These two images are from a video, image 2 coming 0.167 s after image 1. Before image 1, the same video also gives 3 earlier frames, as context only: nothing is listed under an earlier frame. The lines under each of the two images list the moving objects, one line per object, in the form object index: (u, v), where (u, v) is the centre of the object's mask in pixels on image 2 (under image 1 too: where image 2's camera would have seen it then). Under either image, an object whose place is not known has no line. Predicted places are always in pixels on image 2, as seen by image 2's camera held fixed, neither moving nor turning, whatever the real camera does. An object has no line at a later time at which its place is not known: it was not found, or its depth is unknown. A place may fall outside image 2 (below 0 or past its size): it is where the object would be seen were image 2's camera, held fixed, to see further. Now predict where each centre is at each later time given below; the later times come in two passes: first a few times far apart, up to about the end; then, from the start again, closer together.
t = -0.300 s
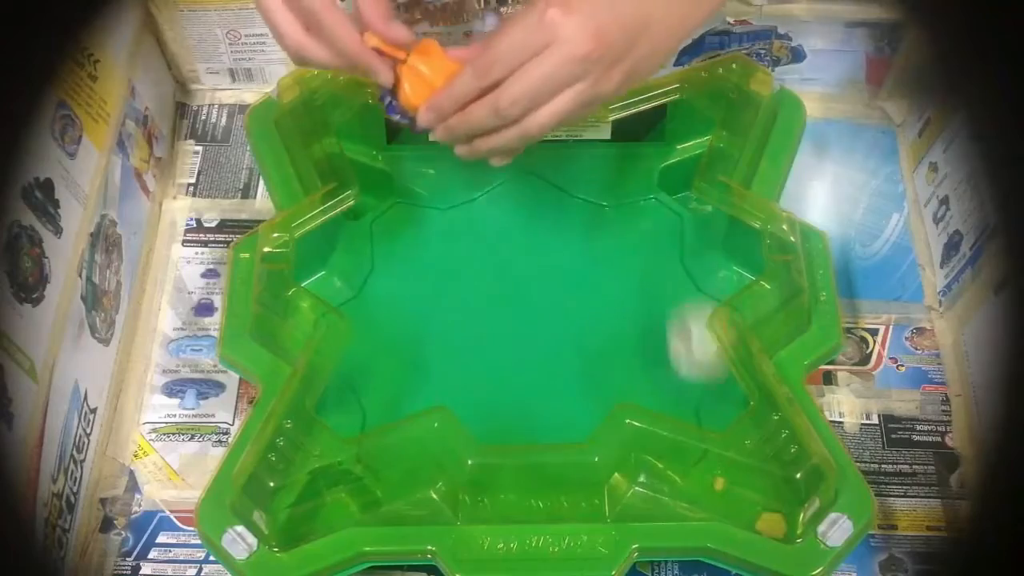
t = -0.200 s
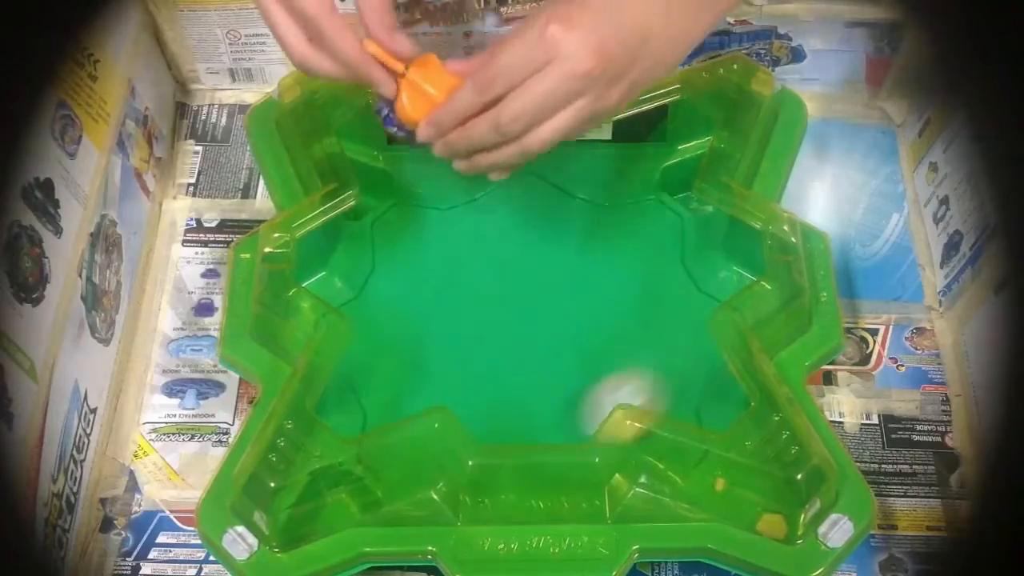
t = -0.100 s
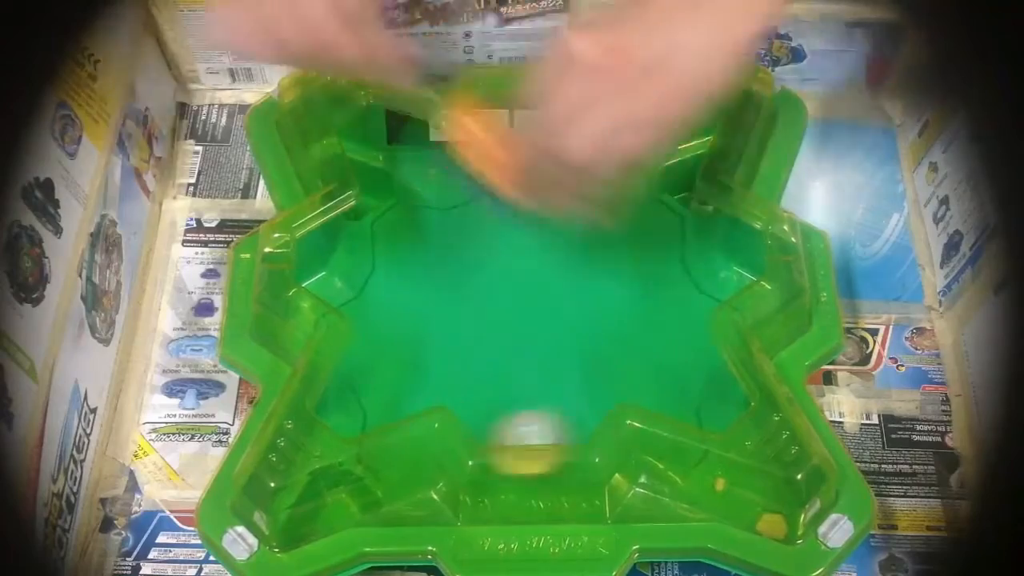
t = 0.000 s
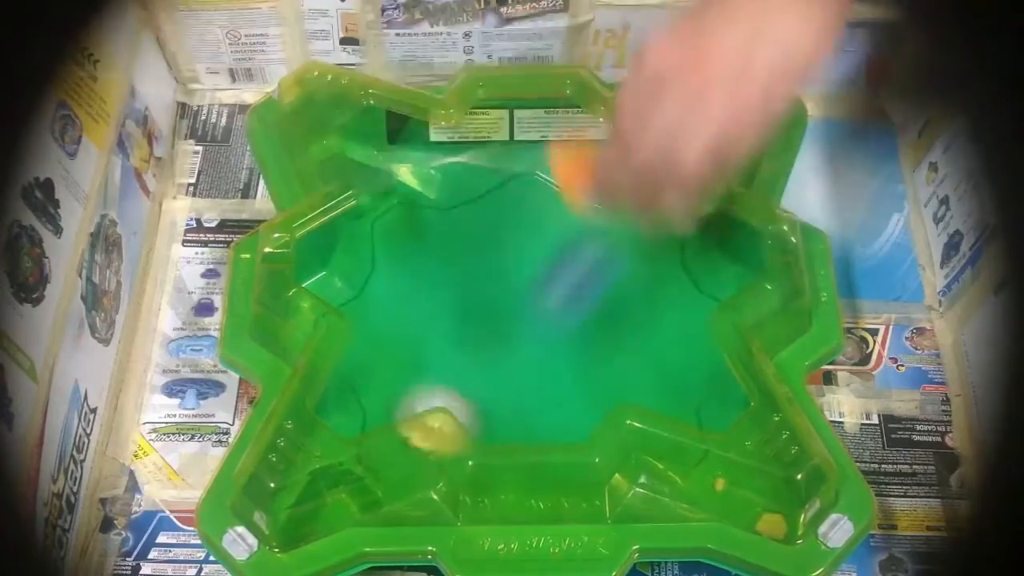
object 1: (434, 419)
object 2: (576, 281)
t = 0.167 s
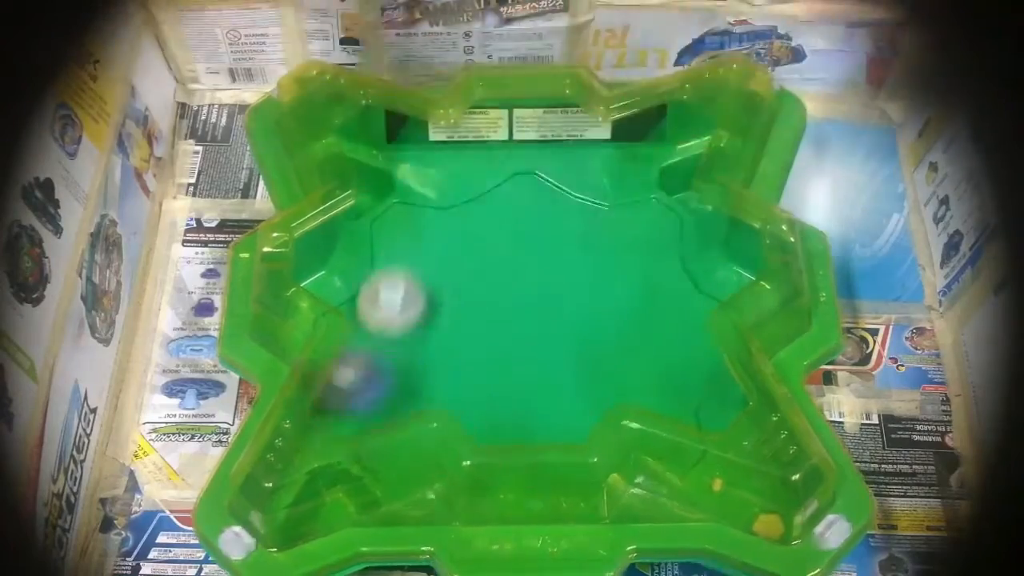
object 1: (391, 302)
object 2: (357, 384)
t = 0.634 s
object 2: (666, 243)
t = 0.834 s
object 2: (527, 268)
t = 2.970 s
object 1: (350, 166)
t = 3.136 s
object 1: (364, 176)
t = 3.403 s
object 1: (360, 187)
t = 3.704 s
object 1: (361, 202)
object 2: (528, 291)
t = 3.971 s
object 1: (363, 177)
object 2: (415, 442)
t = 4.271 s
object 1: (383, 198)
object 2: (639, 345)
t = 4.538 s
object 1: (378, 429)
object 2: (638, 202)
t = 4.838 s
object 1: (473, 427)
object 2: (682, 333)
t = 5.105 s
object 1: (512, 375)
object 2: (558, 291)
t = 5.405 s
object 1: (521, 474)
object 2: (407, 270)
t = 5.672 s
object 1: (533, 404)
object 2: (440, 399)
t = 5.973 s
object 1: (621, 311)
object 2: (480, 386)
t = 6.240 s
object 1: (649, 246)
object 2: (425, 407)
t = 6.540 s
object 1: (566, 285)
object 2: (483, 325)
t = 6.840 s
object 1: (497, 352)
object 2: (387, 301)
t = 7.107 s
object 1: (510, 435)
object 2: (481, 313)
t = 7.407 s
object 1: (544, 468)
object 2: (524, 224)
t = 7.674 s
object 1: (560, 407)
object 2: (527, 283)
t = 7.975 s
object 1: (522, 433)
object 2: (567, 220)
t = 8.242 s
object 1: (474, 414)
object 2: (585, 273)
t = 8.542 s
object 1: (440, 371)
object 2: (644, 336)
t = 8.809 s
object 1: (435, 330)
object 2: (631, 360)
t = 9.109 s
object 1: (460, 293)
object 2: (542, 409)
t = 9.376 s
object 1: (501, 276)
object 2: (499, 426)
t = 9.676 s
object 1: (551, 275)
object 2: (477, 368)
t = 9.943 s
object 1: (586, 294)
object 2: (438, 306)
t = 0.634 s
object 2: (666, 243)
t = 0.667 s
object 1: (535, 249)
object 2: (651, 228)
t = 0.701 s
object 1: (475, 262)
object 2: (637, 224)
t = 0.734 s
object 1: (421, 272)
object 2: (619, 227)
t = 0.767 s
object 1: (377, 278)
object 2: (591, 236)
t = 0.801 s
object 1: (346, 283)
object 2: (558, 248)
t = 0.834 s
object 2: (527, 268)
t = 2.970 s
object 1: (350, 166)
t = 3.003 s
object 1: (374, 182)
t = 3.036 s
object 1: (364, 185)
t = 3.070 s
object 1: (365, 170)
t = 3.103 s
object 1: (365, 167)
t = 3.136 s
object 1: (364, 176)
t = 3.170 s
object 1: (362, 183)
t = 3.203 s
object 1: (362, 197)
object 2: (446, 405)
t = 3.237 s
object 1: (355, 197)
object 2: (475, 428)
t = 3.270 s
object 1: (356, 196)
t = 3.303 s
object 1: (368, 189)
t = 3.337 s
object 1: (370, 186)
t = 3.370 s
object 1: (359, 189)
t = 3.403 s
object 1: (360, 187)
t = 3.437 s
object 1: (375, 178)
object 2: (593, 417)
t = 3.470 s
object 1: (386, 173)
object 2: (609, 396)
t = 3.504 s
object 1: (384, 176)
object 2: (623, 380)
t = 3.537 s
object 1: (379, 183)
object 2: (624, 360)
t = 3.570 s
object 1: (372, 188)
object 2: (618, 338)
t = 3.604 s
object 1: (361, 193)
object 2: (606, 321)
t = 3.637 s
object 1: (354, 198)
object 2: (585, 307)
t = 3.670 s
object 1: (358, 201)
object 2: (558, 295)
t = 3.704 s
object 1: (361, 202)
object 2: (528, 291)
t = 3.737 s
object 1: (359, 202)
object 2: (497, 293)
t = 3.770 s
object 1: (359, 200)
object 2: (468, 300)
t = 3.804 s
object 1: (361, 197)
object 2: (441, 314)
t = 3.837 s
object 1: (366, 192)
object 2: (419, 334)
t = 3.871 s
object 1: (371, 186)
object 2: (403, 360)
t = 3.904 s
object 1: (368, 175)
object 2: (396, 387)
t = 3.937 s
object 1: (362, 176)
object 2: (400, 415)
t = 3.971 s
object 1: (363, 177)
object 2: (415, 442)
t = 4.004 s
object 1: (360, 173)
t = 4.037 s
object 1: (354, 169)
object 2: (480, 466)
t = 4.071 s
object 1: (356, 168)
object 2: (519, 467)
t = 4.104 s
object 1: (361, 172)
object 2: (555, 463)
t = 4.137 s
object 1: (351, 168)
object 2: (588, 448)
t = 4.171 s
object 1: (342, 165)
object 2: (611, 426)
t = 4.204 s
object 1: (351, 165)
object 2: (631, 396)
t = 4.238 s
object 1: (366, 175)
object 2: (639, 374)
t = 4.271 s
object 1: (383, 198)
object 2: (639, 345)
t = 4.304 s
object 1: (399, 225)
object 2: (629, 316)
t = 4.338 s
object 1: (423, 239)
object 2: (613, 291)
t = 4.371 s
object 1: (449, 259)
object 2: (589, 269)
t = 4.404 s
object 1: (476, 273)
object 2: (564, 253)
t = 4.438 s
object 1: (472, 305)
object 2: (558, 223)
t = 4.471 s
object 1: (437, 353)
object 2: (588, 170)
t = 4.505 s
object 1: (403, 394)
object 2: (612, 170)
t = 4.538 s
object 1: (378, 429)
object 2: (638, 202)
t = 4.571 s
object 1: (374, 447)
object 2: (664, 247)
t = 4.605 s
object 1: (389, 453)
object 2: (685, 305)
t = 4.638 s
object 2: (697, 346)
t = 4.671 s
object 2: (706, 362)
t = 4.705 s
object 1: (435, 459)
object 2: (709, 369)
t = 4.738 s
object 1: (447, 456)
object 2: (700, 360)
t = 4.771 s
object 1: (458, 449)
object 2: (692, 355)
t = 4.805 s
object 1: (467, 437)
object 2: (687, 344)
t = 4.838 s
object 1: (473, 427)
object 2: (682, 333)
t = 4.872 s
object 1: (479, 416)
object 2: (680, 317)
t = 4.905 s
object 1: (485, 406)
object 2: (675, 303)
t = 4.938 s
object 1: (488, 397)
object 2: (664, 288)
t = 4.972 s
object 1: (493, 389)
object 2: (648, 280)
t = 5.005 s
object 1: (497, 382)
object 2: (628, 275)
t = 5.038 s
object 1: (502, 379)
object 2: (603, 275)
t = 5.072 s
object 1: (506, 377)
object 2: (580, 281)
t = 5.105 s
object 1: (512, 375)
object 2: (558, 291)
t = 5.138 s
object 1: (517, 373)
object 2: (537, 305)
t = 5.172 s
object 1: (523, 399)
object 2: (522, 296)
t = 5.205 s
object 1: (528, 430)
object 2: (509, 271)
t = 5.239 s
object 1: (536, 459)
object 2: (497, 254)
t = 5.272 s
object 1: (546, 481)
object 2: (482, 244)
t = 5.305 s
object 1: (552, 491)
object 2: (464, 241)
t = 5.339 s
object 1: (544, 490)
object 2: (444, 245)
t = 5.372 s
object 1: (531, 483)
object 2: (423, 255)
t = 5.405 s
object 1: (521, 474)
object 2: (407, 270)
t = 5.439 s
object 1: (516, 463)
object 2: (391, 287)
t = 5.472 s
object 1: (511, 454)
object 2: (384, 309)
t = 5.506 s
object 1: (510, 444)
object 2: (384, 330)
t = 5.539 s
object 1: (509, 434)
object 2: (388, 355)
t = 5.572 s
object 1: (509, 428)
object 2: (402, 378)
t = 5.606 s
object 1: (509, 419)
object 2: (419, 390)
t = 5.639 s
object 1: (512, 412)
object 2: (441, 398)
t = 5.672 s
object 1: (533, 404)
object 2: (440, 399)
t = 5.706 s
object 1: (552, 392)
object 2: (443, 401)
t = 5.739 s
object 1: (567, 381)
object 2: (455, 404)
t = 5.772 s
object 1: (577, 373)
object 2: (471, 410)
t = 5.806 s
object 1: (583, 366)
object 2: (484, 413)
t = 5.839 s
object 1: (585, 360)
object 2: (497, 412)
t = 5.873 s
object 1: (583, 354)
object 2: (511, 403)
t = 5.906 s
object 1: (582, 348)
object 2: (523, 391)
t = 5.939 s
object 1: (592, 337)
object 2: (514, 384)
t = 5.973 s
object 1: (621, 311)
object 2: (480, 386)
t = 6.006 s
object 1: (647, 288)
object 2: (458, 385)
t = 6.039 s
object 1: (663, 272)
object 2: (437, 386)
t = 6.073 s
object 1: (671, 258)
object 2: (424, 389)
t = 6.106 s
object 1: (670, 252)
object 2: (414, 393)
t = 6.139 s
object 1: (665, 249)
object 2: (407, 398)
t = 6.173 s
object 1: (660, 247)
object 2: (406, 402)
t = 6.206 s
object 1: (655, 246)
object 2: (410, 404)
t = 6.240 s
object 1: (649, 246)
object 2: (425, 407)
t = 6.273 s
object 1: (643, 246)
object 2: (449, 410)
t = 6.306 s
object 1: (637, 247)
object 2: (463, 410)
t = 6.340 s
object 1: (630, 249)
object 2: (471, 405)
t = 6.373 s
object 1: (623, 252)
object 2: (477, 396)
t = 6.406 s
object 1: (615, 255)
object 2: (482, 384)
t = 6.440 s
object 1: (606, 260)
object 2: (486, 369)
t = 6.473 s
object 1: (595, 266)
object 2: (488, 355)
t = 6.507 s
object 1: (582, 275)
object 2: (487, 340)
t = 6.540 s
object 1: (566, 285)
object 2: (483, 325)
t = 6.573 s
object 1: (548, 295)
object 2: (477, 310)
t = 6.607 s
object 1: (540, 302)
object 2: (466, 300)
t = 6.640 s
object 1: (534, 308)
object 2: (448, 292)
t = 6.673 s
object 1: (527, 315)
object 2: (435, 285)
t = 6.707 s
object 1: (520, 322)
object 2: (422, 282)
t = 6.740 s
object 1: (513, 328)
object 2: (408, 281)
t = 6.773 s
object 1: (507, 337)
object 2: (397, 284)
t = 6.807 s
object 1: (501, 344)
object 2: (389, 290)
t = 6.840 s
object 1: (497, 352)
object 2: (387, 301)
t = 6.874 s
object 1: (492, 359)
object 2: (391, 313)
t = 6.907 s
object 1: (490, 366)
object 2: (401, 324)
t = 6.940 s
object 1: (486, 373)
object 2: (415, 333)
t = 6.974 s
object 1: (486, 379)
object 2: (430, 336)
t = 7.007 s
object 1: (494, 394)
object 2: (442, 333)
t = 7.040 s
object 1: (501, 409)
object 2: (456, 328)
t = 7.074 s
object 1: (506, 421)
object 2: (469, 322)
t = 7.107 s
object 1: (510, 435)
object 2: (481, 313)
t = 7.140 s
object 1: (514, 449)
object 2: (494, 304)
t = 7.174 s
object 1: (517, 457)
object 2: (504, 294)
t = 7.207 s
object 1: (520, 461)
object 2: (513, 283)
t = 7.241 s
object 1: (523, 464)
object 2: (520, 272)
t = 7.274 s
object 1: (526, 468)
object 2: (525, 261)
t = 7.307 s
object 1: (531, 470)
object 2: (528, 251)
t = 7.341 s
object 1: (535, 471)
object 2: (529, 240)
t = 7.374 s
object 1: (540, 470)
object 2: (528, 231)
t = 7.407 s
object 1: (544, 468)
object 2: (524, 224)
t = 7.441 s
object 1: (548, 465)
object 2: (520, 220)
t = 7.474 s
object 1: (551, 462)
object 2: (513, 221)
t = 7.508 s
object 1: (558, 437)
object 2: (508, 226)
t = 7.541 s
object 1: (558, 435)
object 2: (504, 235)
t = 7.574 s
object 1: (559, 430)
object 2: (505, 248)
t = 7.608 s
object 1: (559, 426)
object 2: (509, 261)
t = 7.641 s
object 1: (560, 418)
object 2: (517, 273)
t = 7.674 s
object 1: (560, 407)
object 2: (527, 283)
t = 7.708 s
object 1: (562, 390)
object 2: (539, 293)
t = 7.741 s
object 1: (563, 372)
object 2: (553, 301)
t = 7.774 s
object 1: (560, 383)
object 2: (571, 280)
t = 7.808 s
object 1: (553, 408)
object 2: (587, 249)
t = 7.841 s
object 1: (547, 419)
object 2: (598, 223)
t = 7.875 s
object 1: (541, 432)
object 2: (603, 202)
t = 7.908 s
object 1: (535, 436)
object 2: (591, 206)
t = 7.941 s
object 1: (529, 435)
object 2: (578, 213)
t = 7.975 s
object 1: (522, 433)
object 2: (567, 220)
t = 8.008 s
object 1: (515, 432)
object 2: (560, 225)
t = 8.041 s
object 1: (508, 431)
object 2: (556, 231)
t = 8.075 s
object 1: (502, 429)
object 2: (557, 237)
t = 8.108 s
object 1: (498, 421)
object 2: (561, 243)
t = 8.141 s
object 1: (493, 419)
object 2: (566, 250)
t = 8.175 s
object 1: (488, 417)
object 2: (572, 257)
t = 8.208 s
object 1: (483, 414)
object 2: (579, 265)
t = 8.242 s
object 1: (474, 414)
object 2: (585, 273)
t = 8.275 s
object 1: (472, 405)
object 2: (592, 280)
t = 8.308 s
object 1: (467, 400)
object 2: (599, 287)
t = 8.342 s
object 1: (462, 396)
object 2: (605, 295)
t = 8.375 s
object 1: (457, 392)
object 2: (612, 303)
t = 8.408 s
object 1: (452, 388)
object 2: (619, 310)
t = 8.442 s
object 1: (449, 384)
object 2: (625, 317)
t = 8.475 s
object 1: (445, 381)
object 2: (631, 323)
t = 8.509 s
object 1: (443, 376)
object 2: (638, 330)
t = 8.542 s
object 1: (440, 371)
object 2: (644, 336)
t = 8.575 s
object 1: (439, 366)
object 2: (648, 341)
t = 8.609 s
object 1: (436, 361)
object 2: (652, 345)
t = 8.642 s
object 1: (435, 356)
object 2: (655, 348)
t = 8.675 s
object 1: (434, 351)
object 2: (654, 350)
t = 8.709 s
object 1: (434, 346)
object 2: (651, 351)
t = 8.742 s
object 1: (433, 340)
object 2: (647, 353)
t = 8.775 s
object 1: (434, 335)
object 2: (639, 356)
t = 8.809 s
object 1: (435, 330)
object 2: (631, 360)
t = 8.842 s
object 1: (436, 326)
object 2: (621, 365)
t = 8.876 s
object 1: (438, 321)
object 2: (611, 370)
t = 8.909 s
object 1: (440, 316)
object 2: (601, 375)
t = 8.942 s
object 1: (442, 312)
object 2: (591, 381)
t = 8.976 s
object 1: (445, 308)
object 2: (581, 387)
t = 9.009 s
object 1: (449, 303)
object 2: (571, 392)
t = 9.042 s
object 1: (452, 300)
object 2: (561, 398)
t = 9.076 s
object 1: (457, 296)
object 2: (551, 404)
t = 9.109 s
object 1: (460, 293)
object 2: (542, 409)
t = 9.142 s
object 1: (465, 290)
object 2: (533, 414)
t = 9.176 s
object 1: (470, 287)
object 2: (525, 417)
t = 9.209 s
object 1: (475, 284)
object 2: (517, 421)
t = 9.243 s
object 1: (480, 282)
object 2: (510, 423)
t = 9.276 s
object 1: (485, 280)
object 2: (505, 425)
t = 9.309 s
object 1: (490, 279)
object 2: (501, 426)
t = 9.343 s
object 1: (496, 277)
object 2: (499, 426)
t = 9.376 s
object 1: (501, 276)
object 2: (499, 426)
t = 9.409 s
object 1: (506, 275)
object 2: (499, 425)
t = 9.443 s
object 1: (512, 274)
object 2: (499, 423)
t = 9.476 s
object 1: (518, 273)
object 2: (498, 419)
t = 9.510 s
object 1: (524, 273)
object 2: (497, 414)
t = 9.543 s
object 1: (528, 272)
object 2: (493, 405)
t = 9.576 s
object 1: (535, 273)
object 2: (490, 396)
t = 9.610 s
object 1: (540, 273)
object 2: (486, 387)
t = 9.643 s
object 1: (546, 274)
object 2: (482, 377)
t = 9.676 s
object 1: (551, 275)
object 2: (477, 368)
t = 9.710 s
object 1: (556, 277)
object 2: (472, 359)
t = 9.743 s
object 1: (561, 278)
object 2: (468, 350)
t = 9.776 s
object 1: (565, 280)
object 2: (463, 341)
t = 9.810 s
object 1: (570, 282)
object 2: (458, 334)
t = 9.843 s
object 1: (574, 285)
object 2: (453, 325)
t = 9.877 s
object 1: (579, 288)
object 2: (447, 318)
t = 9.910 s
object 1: (582, 291)
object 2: (443, 311)
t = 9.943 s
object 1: (586, 294)
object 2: (438, 306)
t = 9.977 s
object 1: (588, 298)
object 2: (433, 301)
